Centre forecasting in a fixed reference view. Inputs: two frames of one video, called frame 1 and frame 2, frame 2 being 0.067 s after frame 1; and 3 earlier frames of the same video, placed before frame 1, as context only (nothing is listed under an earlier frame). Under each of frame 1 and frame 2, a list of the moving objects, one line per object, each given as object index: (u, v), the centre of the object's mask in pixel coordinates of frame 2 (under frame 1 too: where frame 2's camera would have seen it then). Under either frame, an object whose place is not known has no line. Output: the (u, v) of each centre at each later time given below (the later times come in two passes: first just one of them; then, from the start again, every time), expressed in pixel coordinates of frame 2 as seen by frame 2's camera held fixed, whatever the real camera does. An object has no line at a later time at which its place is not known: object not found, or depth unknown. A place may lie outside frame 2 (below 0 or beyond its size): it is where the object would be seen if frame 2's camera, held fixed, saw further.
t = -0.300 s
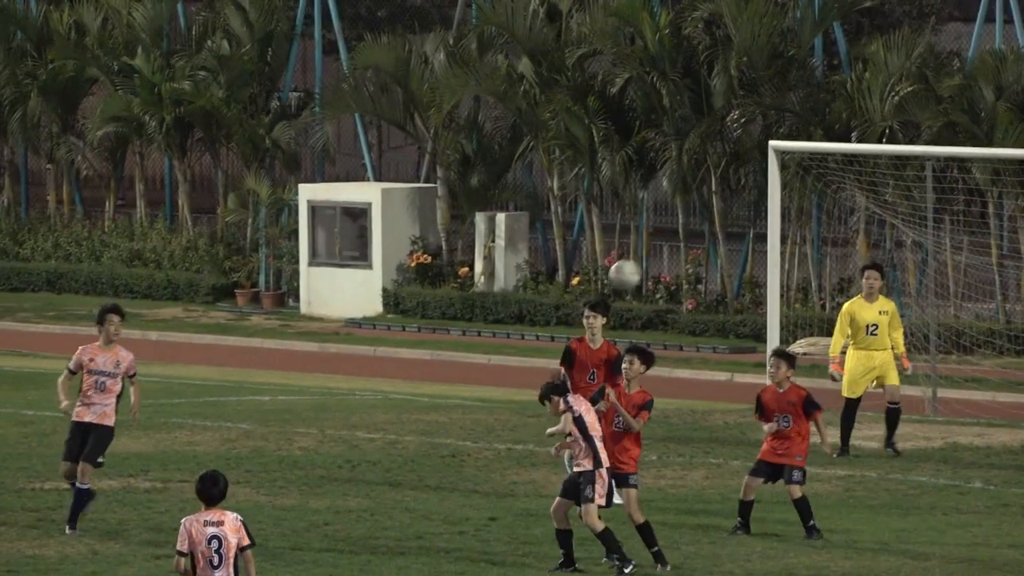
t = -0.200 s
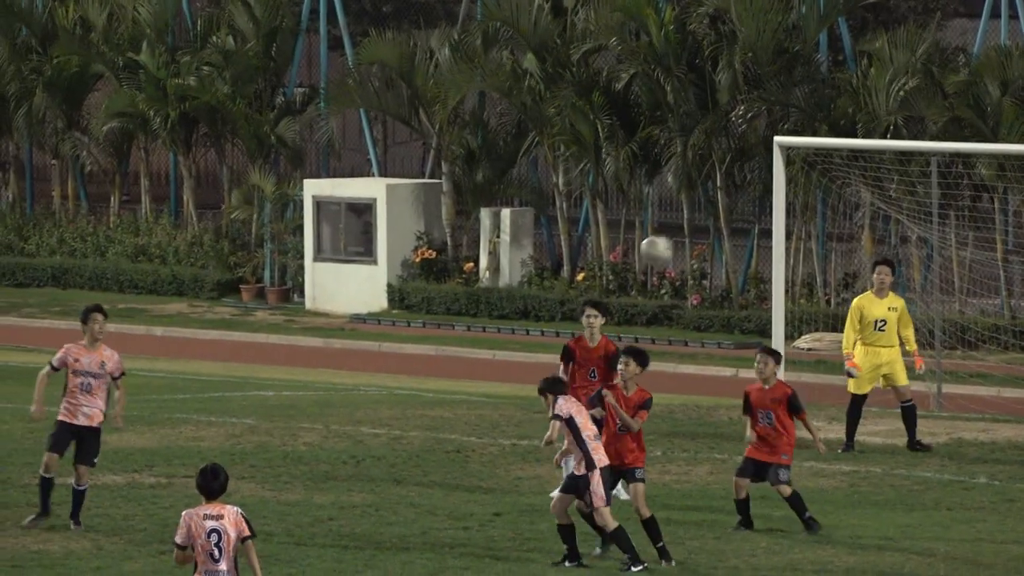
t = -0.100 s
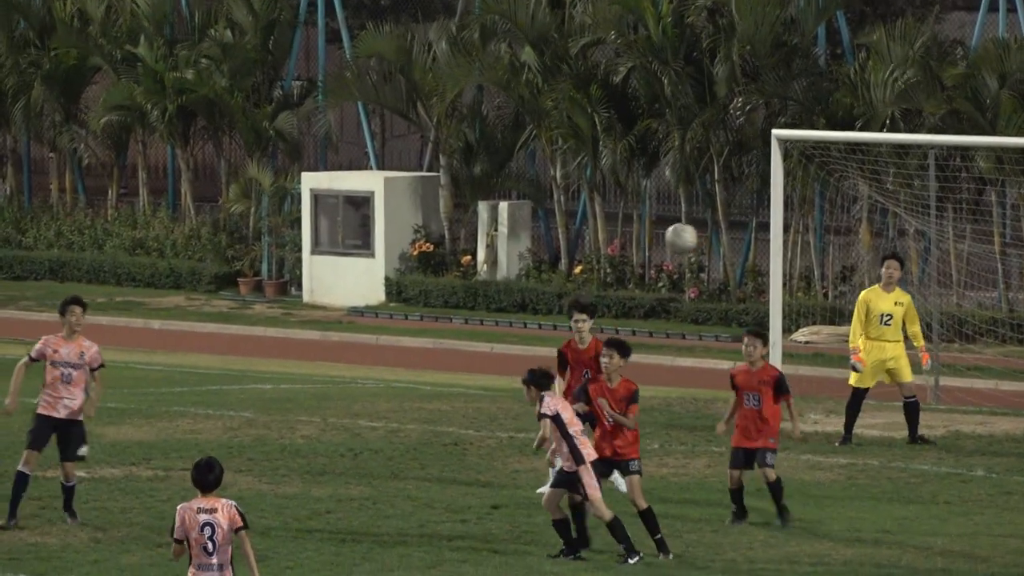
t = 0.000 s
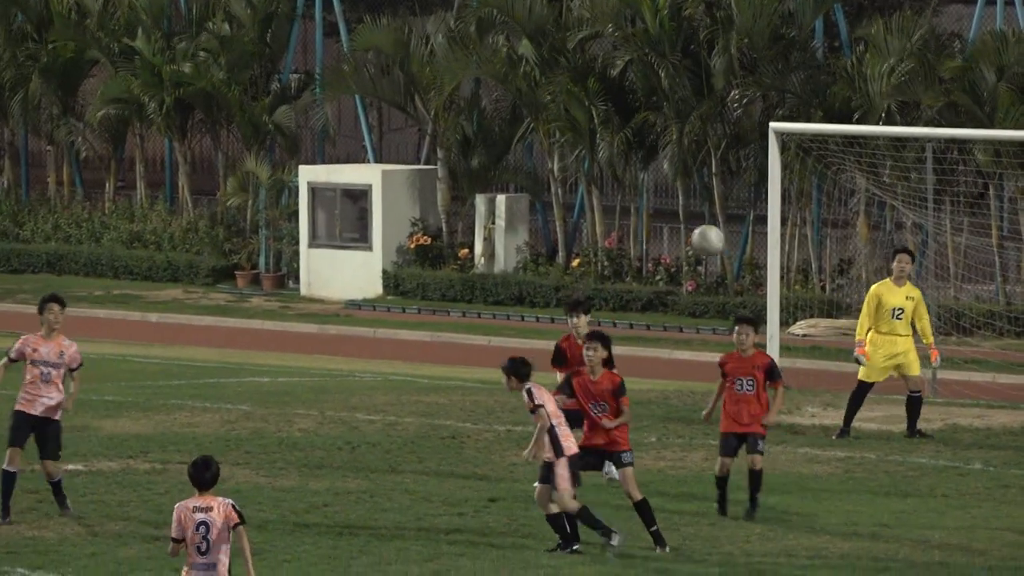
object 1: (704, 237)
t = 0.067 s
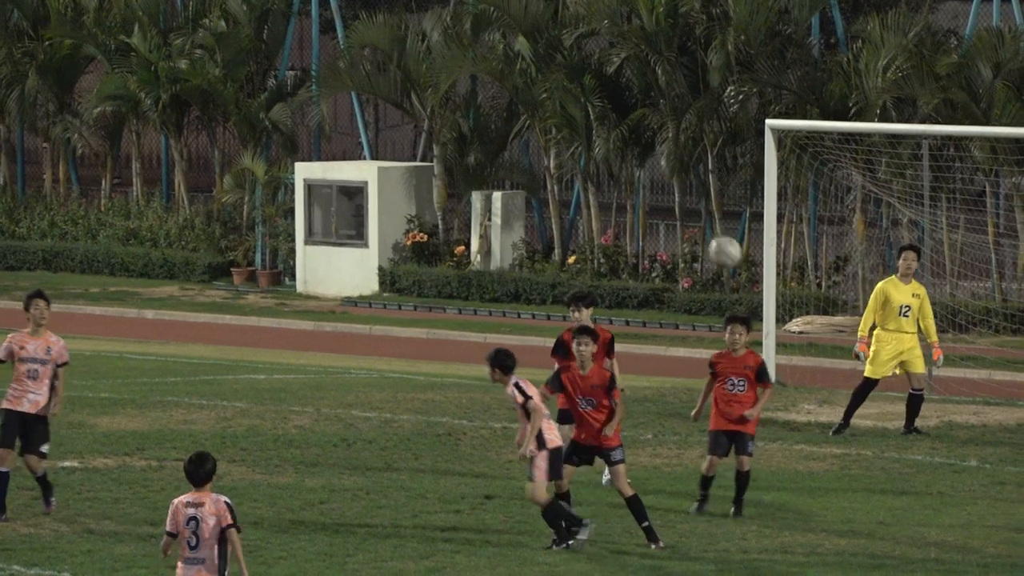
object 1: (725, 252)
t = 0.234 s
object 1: (780, 319)
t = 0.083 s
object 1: (730, 256)
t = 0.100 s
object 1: (735, 263)
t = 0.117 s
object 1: (740, 268)
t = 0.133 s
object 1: (745, 272)
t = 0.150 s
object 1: (750, 279)
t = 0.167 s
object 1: (755, 286)
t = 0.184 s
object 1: (762, 294)
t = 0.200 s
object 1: (768, 301)
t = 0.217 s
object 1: (773, 310)
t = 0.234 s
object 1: (780, 319)
